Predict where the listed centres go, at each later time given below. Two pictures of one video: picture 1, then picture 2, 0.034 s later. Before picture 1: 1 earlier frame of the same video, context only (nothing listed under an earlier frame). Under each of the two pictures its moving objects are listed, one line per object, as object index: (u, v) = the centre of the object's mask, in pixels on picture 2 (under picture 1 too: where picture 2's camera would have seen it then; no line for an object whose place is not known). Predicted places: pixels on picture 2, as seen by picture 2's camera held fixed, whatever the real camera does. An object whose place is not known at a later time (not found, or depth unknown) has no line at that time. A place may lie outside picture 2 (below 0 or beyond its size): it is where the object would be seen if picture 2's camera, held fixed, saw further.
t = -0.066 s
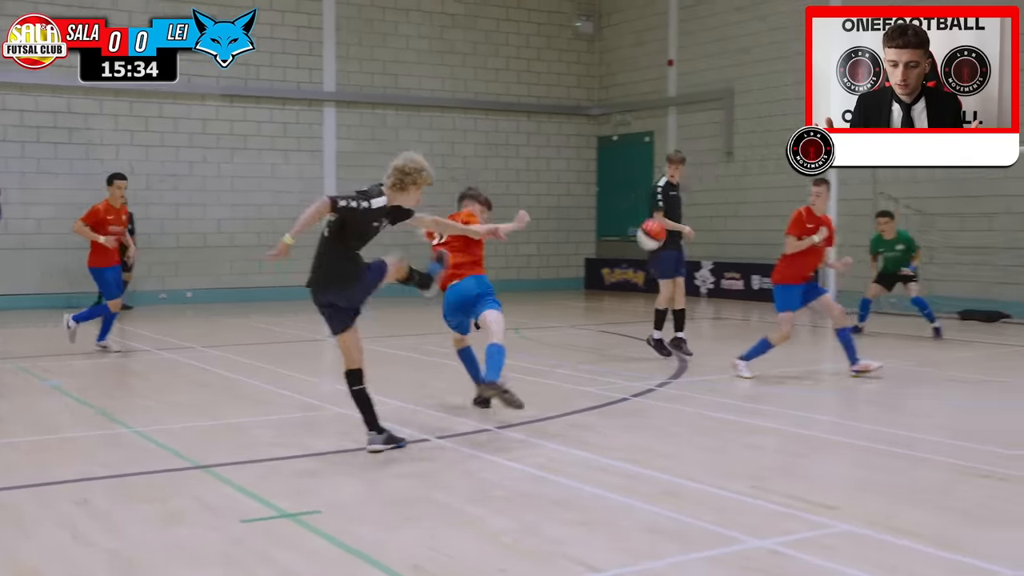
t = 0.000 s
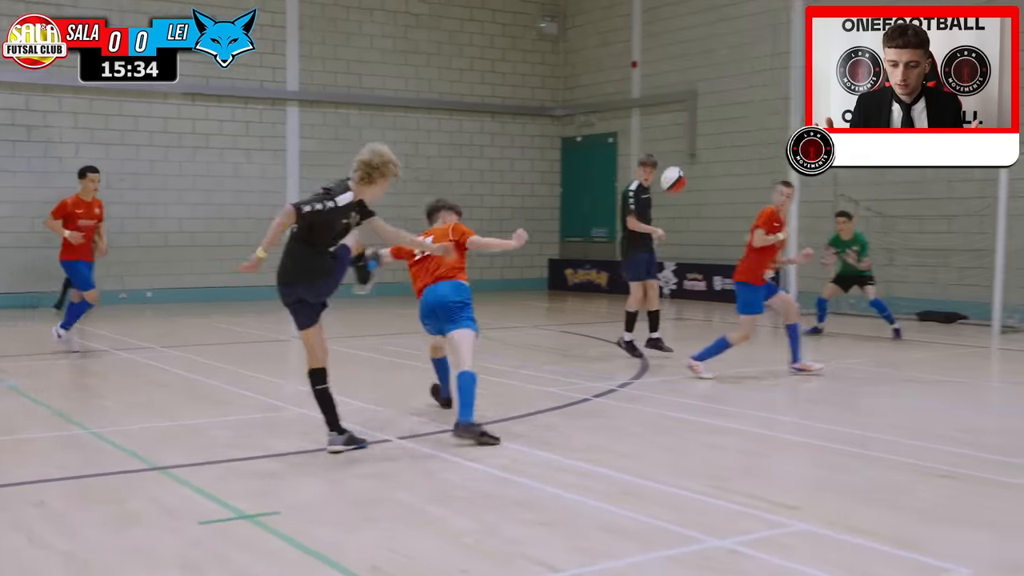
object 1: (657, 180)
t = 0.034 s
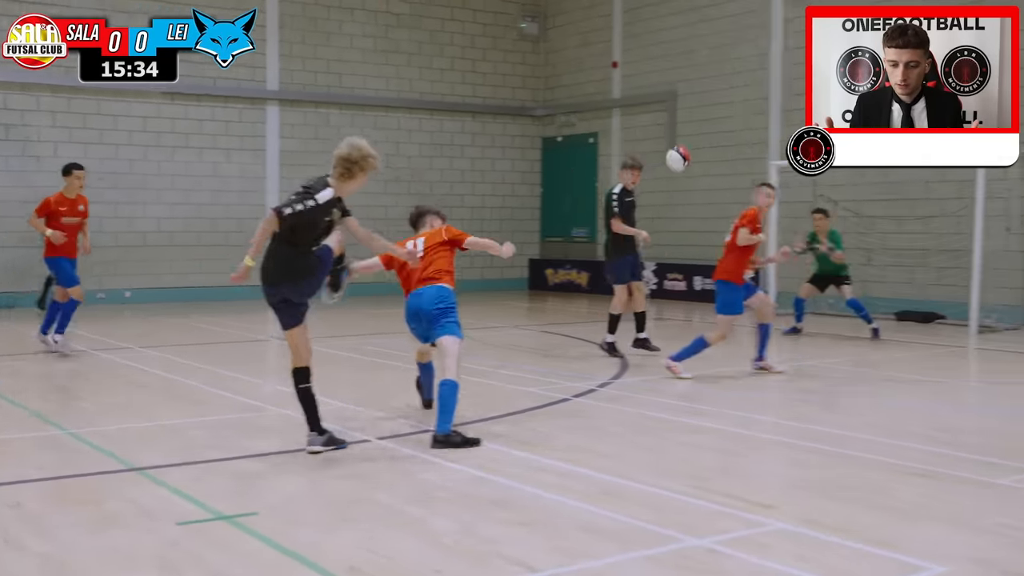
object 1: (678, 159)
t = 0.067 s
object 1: (696, 139)
